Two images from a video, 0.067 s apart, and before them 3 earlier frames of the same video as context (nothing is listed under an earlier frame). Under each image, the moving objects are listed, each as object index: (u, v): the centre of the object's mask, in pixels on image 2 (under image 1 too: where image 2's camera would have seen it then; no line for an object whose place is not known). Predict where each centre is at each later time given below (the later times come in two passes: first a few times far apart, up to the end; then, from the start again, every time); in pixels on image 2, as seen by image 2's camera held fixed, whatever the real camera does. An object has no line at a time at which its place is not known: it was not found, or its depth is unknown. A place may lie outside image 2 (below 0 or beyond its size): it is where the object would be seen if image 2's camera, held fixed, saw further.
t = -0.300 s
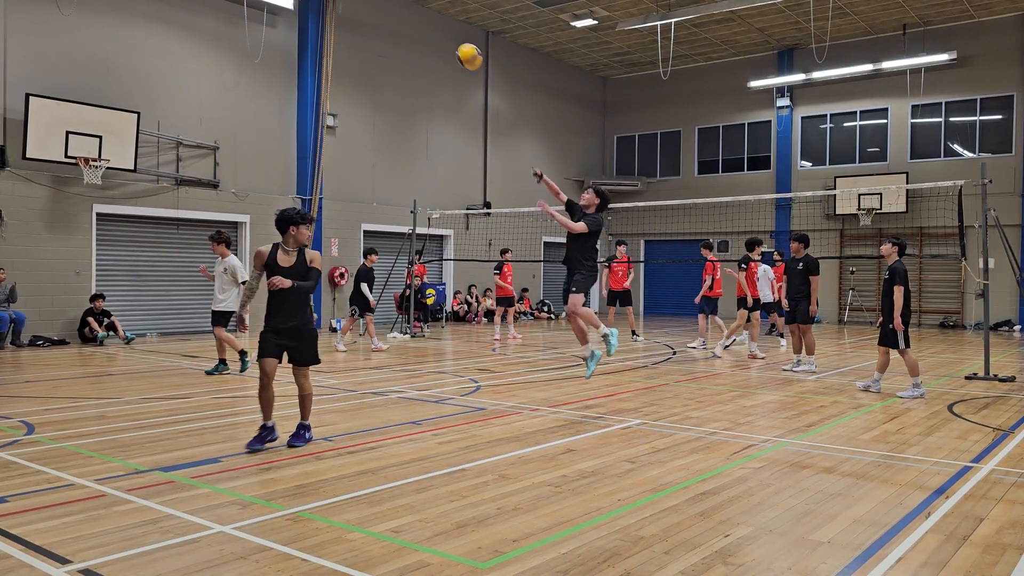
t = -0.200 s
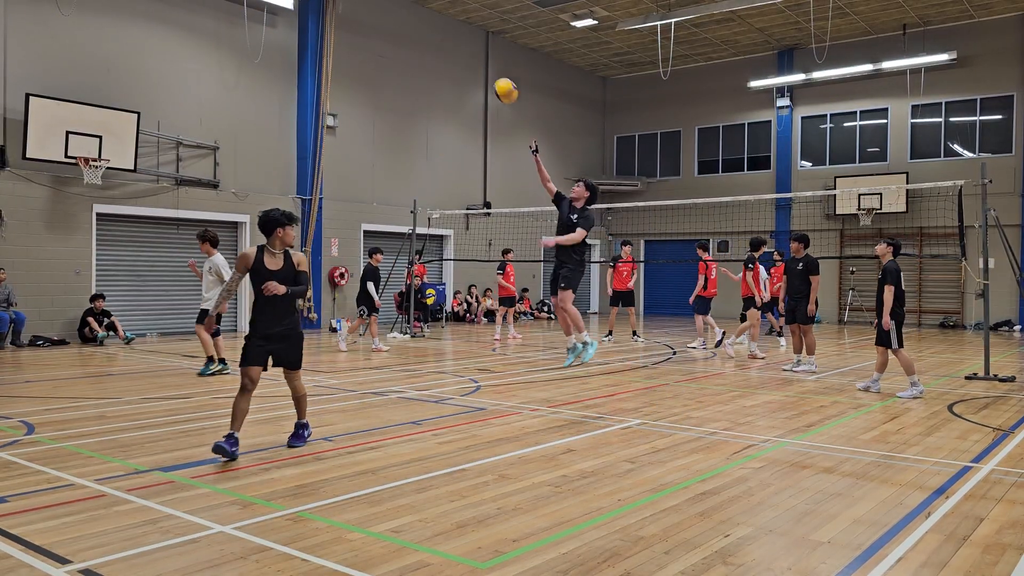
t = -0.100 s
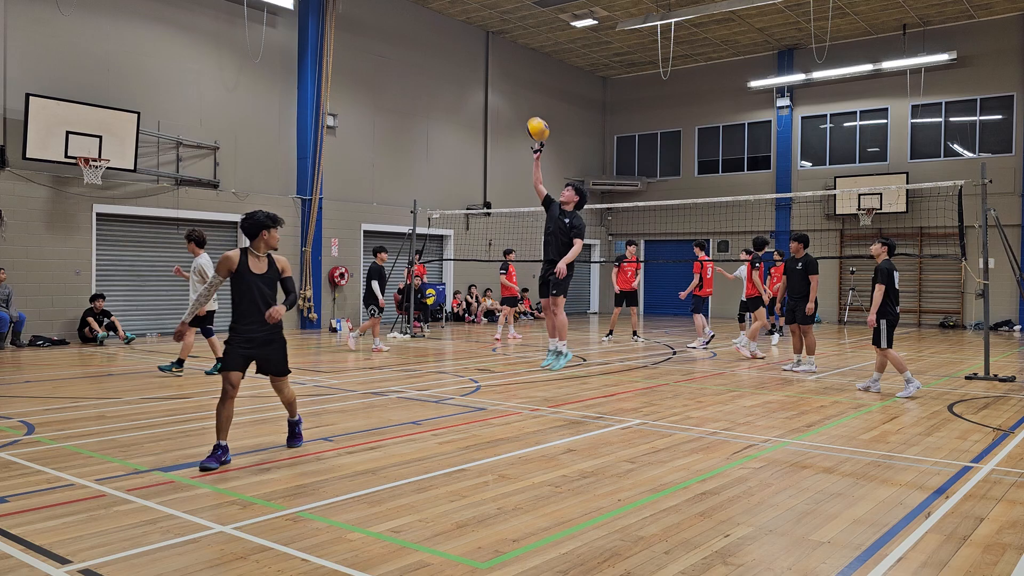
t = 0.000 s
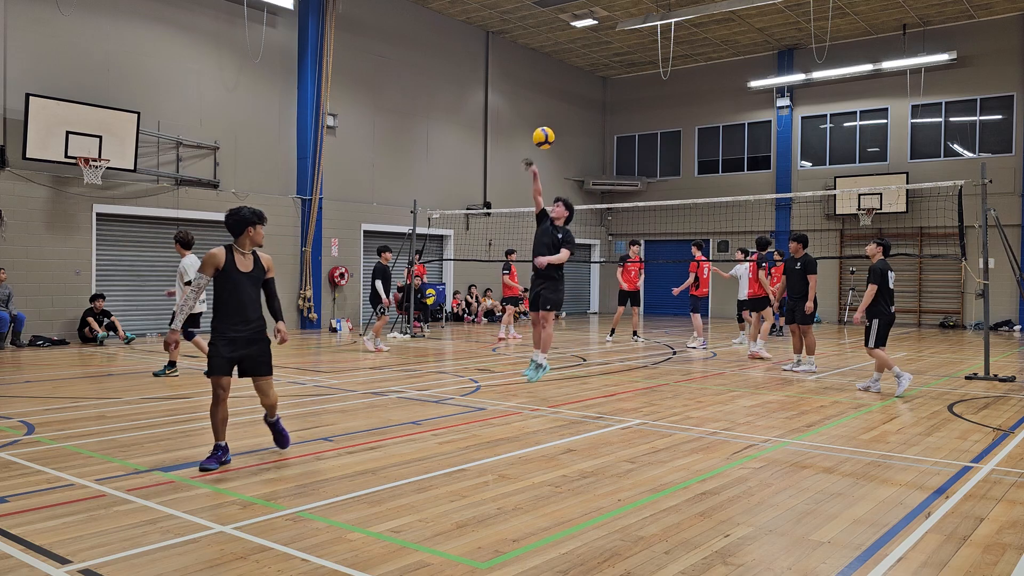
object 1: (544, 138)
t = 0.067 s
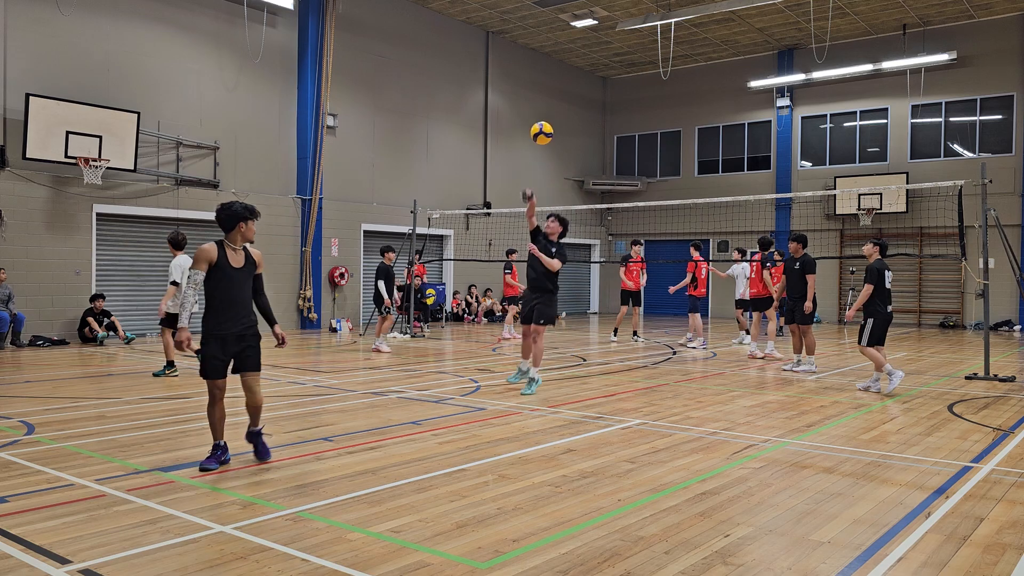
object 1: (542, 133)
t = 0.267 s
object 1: (535, 145)
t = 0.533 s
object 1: (526, 244)
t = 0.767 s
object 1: (516, 439)
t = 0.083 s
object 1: (541, 132)
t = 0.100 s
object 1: (541, 132)
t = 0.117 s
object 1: (540, 132)
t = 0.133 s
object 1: (540, 132)
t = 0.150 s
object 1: (539, 133)
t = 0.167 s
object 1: (539, 134)
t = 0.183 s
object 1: (538, 135)
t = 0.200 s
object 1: (537, 136)
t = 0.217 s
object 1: (537, 138)
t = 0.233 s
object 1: (537, 140)
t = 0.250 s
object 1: (536, 143)
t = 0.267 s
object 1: (535, 145)
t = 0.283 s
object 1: (535, 148)
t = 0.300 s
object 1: (534, 152)
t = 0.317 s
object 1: (534, 155)
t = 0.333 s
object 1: (533, 160)
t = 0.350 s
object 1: (533, 164)
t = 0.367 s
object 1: (532, 169)
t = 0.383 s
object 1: (531, 175)
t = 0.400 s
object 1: (531, 181)
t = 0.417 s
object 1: (530, 186)
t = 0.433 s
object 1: (529, 193)
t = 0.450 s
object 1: (529, 201)
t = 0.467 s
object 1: (529, 208)
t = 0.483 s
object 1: (528, 217)
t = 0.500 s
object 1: (527, 225)
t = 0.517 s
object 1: (527, 234)
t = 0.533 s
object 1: (526, 244)
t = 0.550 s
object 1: (525, 255)
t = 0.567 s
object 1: (524, 265)
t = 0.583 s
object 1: (524, 275)
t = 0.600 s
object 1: (523, 288)
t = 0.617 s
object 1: (523, 300)
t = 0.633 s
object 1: (524, 312)
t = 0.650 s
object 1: (522, 325)
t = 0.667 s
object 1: (521, 339)
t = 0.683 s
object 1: (521, 353)
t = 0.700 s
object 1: (519, 371)
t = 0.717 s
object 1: (519, 386)
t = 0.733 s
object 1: (519, 400)
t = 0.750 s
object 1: (517, 420)
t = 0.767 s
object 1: (516, 439)
